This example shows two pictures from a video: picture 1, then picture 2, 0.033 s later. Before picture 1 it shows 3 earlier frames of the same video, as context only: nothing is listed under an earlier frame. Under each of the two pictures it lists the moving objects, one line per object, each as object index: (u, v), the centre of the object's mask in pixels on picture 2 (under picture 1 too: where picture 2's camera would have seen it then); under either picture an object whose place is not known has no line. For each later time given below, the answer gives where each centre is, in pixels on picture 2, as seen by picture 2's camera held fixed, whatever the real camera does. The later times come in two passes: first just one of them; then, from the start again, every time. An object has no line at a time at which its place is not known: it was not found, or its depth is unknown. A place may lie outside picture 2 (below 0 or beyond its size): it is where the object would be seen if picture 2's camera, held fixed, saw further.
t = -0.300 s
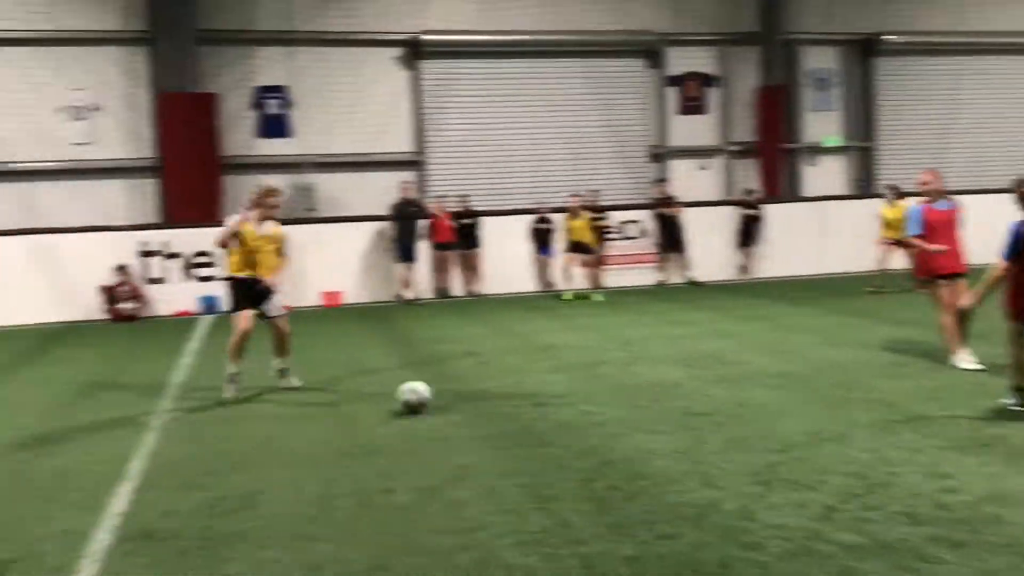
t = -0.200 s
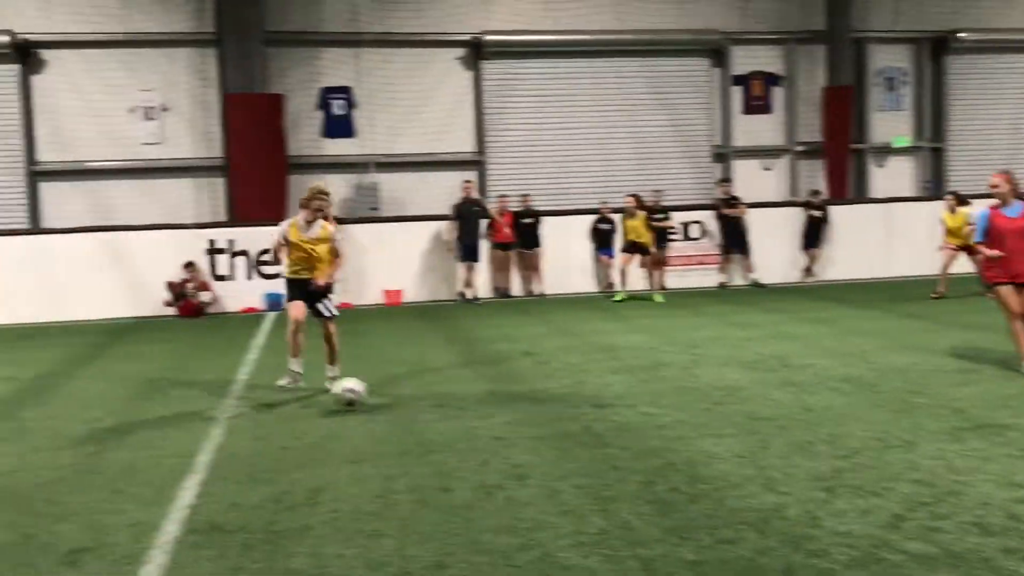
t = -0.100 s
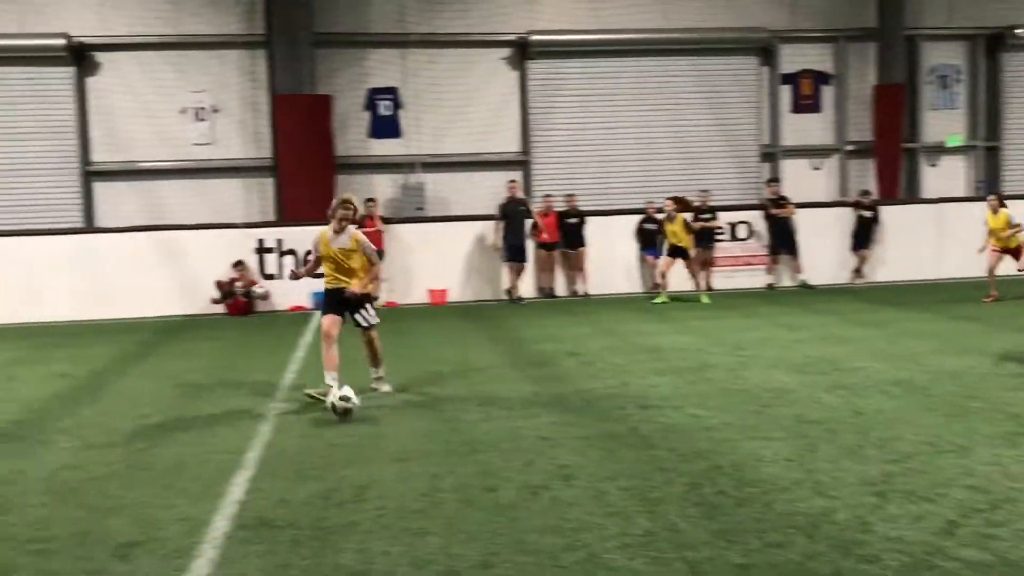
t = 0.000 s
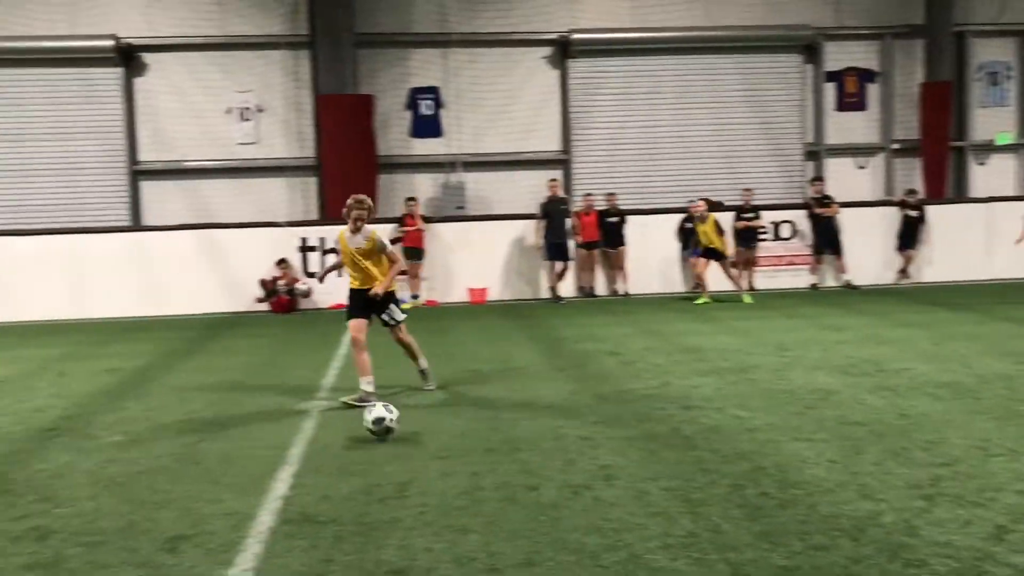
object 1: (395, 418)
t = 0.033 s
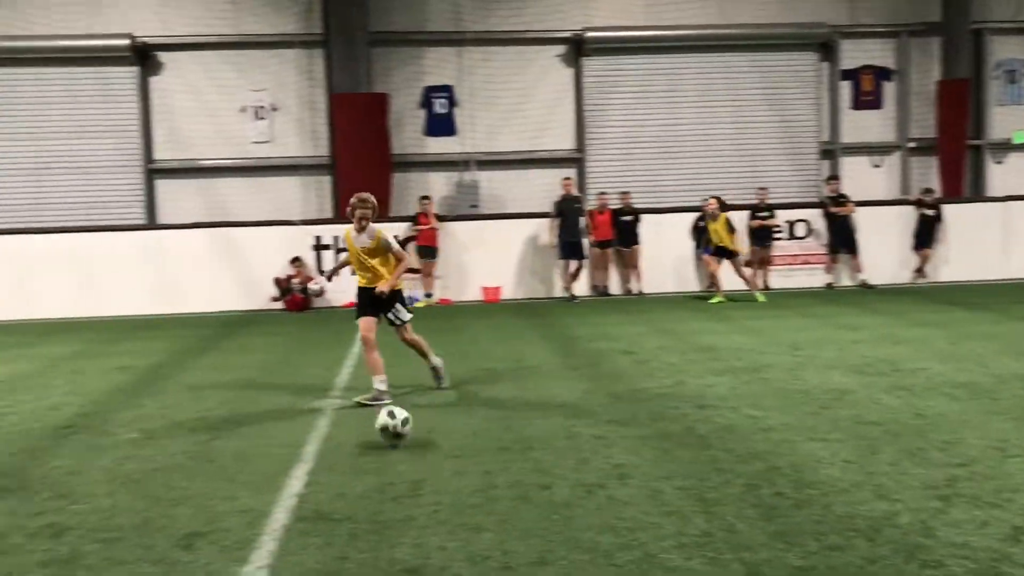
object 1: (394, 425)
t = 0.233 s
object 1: (379, 473)
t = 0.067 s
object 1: (392, 433)
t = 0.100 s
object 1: (389, 442)
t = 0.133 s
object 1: (387, 454)
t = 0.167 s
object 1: (384, 460)
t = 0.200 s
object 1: (381, 465)
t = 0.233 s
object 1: (379, 473)
